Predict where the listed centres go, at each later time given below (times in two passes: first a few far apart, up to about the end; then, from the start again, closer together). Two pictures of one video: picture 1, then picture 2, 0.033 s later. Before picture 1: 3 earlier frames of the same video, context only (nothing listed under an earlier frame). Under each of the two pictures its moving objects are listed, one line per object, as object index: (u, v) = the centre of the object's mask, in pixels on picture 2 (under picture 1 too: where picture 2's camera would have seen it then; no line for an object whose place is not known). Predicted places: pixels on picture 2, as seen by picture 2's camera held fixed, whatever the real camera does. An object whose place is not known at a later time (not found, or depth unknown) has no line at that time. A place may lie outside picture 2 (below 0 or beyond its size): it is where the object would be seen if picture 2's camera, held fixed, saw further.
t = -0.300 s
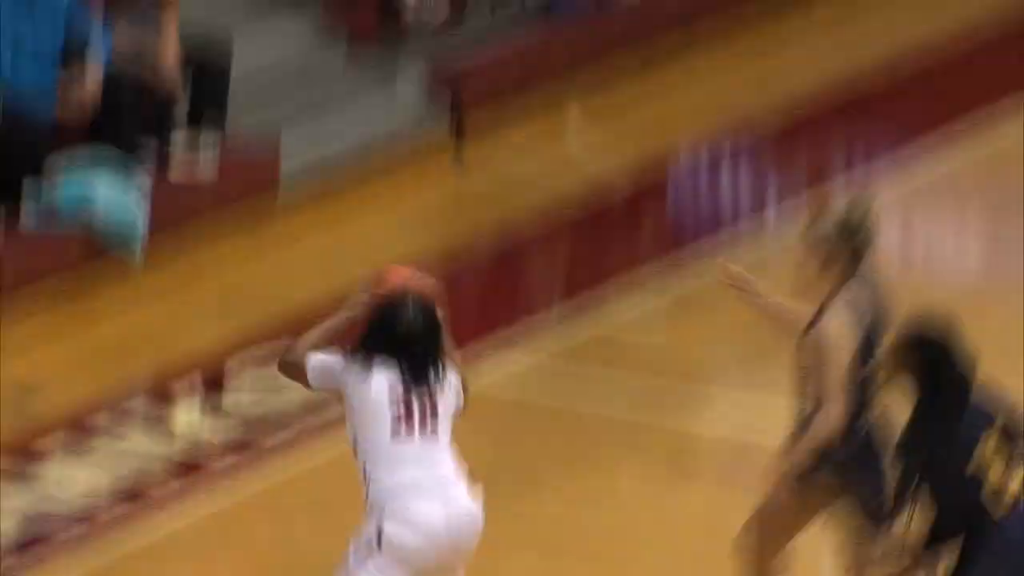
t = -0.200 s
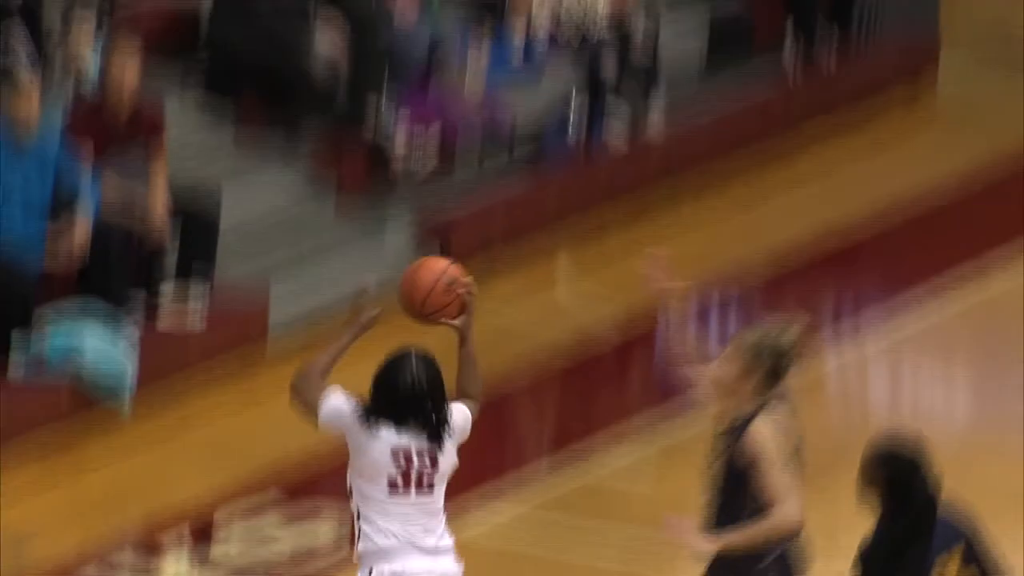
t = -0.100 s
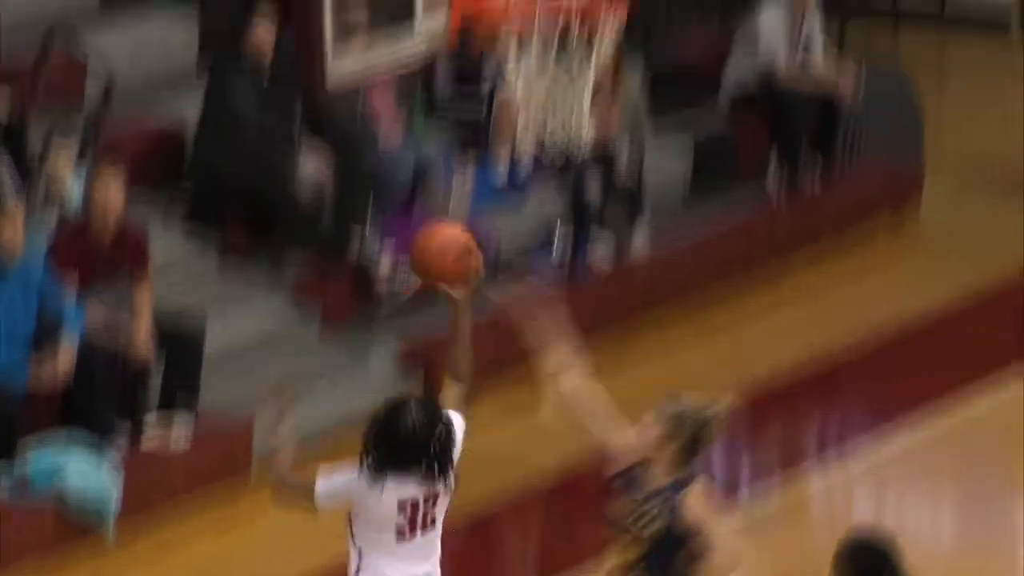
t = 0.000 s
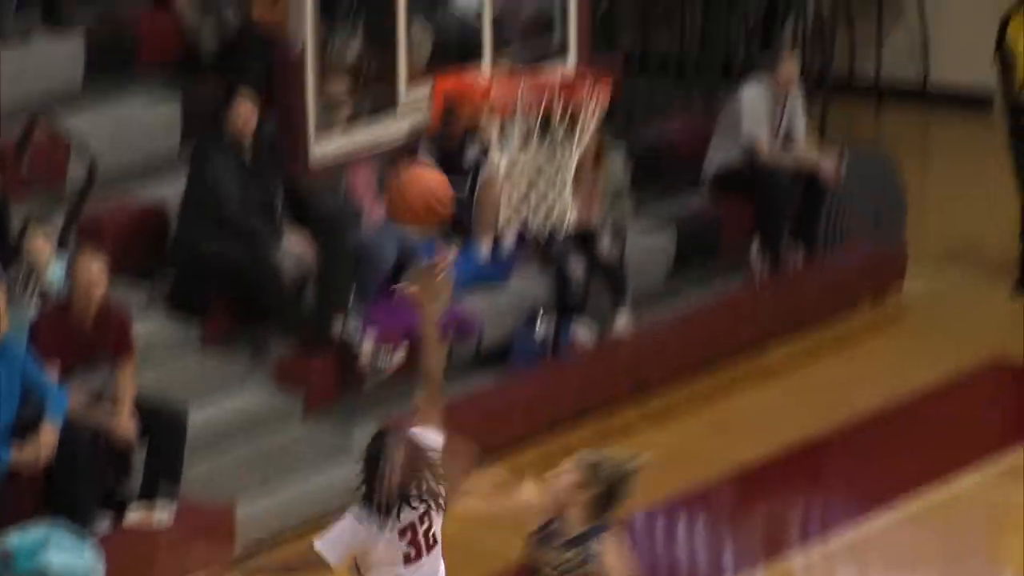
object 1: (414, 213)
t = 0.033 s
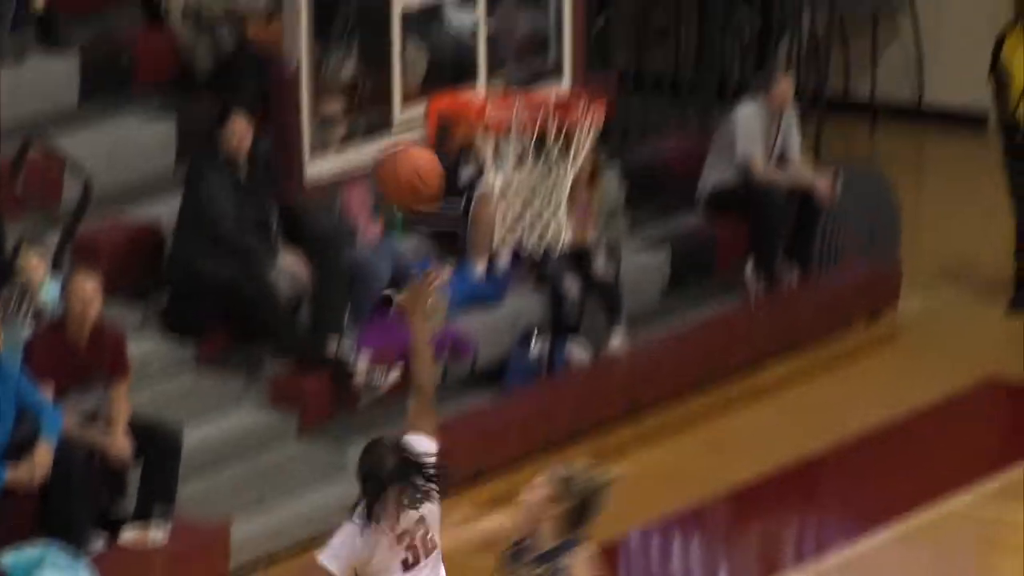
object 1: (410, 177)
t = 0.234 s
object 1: (424, 32)
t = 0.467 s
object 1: (547, 88)
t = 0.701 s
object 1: (595, 73)
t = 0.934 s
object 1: (623, 82)
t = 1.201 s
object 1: (659, 238)
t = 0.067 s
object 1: (407, 140)
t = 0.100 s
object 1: (399, 103)
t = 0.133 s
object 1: (397, 75)
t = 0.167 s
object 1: (393, 48)
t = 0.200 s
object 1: (403, 36)
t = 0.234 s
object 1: (424, 32)
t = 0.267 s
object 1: (439, 32)
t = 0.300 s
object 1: (456, 33)
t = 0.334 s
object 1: (476, 40)
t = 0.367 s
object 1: (494, 46)
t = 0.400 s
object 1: (513, 58)
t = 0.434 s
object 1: (527, 68)
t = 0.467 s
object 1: (547, 88)
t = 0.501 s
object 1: (555, 83)
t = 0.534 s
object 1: (562, 76)
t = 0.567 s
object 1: (569, 72)
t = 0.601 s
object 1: (576, 72)
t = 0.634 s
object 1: (583, 75)
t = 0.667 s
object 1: (590, 79)
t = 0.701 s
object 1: (595, 73)
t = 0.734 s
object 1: (598, 69)
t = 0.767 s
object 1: (602, 67)
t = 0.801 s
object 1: (605, 68)
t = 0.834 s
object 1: (608, 70)
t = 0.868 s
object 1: (613, 72)
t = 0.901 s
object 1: (618, 76)
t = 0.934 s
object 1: (623, 82)
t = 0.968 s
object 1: (629, 93)
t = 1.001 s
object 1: (634, 106)
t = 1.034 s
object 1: (638, 121)
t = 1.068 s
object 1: (642, 140)
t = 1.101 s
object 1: (647, 162)
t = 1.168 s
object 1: (655, 212)
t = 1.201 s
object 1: (659, 238)
